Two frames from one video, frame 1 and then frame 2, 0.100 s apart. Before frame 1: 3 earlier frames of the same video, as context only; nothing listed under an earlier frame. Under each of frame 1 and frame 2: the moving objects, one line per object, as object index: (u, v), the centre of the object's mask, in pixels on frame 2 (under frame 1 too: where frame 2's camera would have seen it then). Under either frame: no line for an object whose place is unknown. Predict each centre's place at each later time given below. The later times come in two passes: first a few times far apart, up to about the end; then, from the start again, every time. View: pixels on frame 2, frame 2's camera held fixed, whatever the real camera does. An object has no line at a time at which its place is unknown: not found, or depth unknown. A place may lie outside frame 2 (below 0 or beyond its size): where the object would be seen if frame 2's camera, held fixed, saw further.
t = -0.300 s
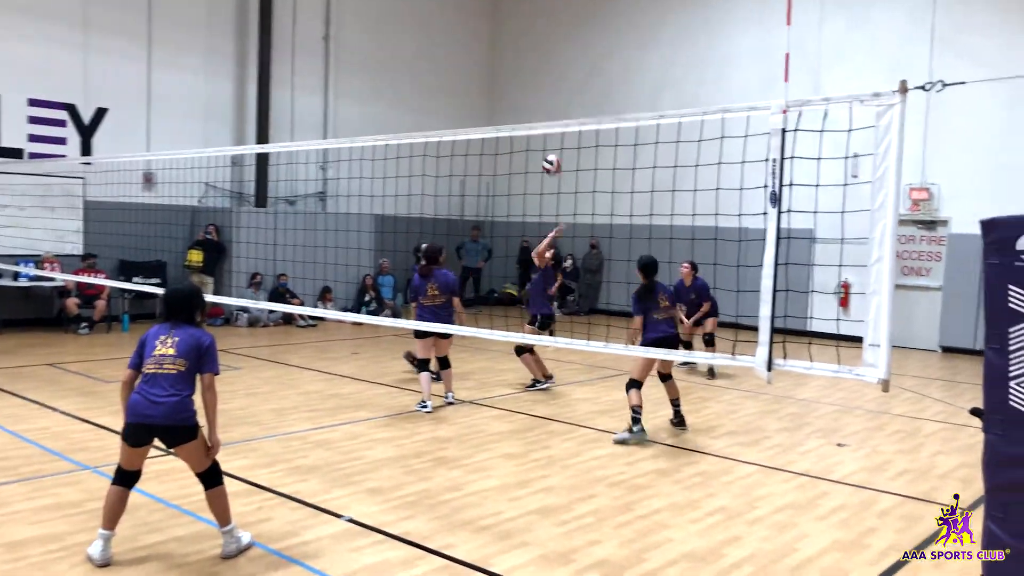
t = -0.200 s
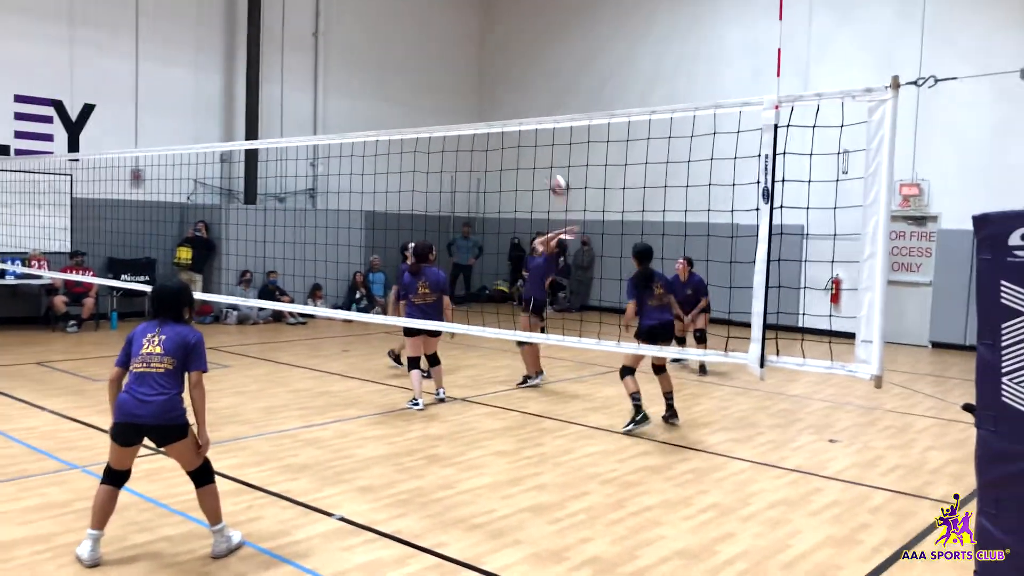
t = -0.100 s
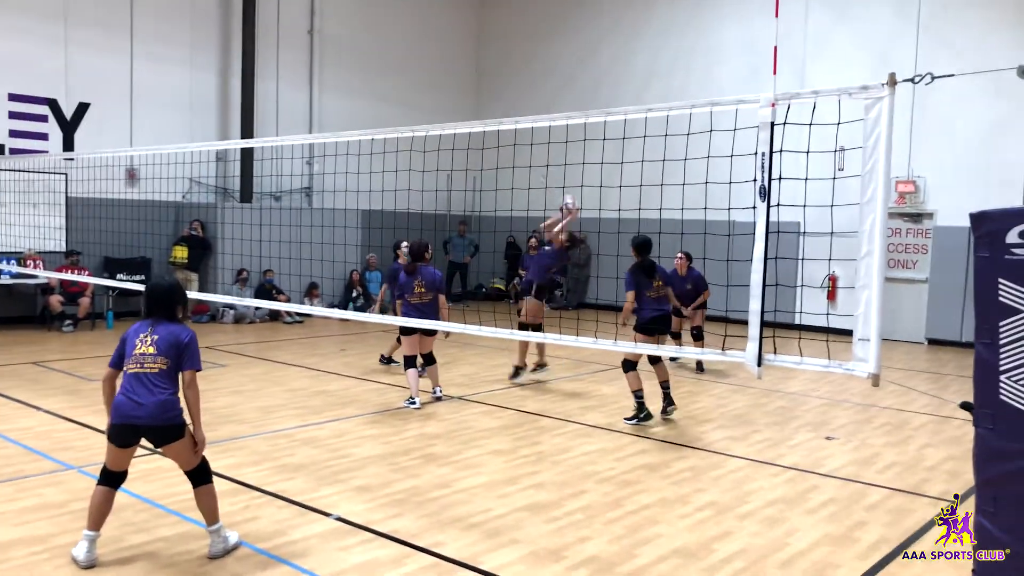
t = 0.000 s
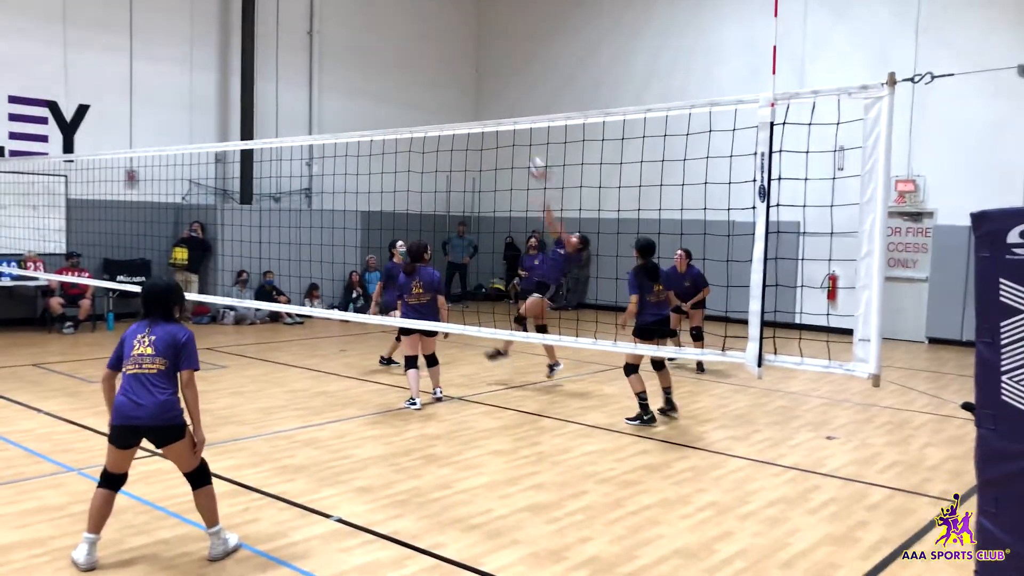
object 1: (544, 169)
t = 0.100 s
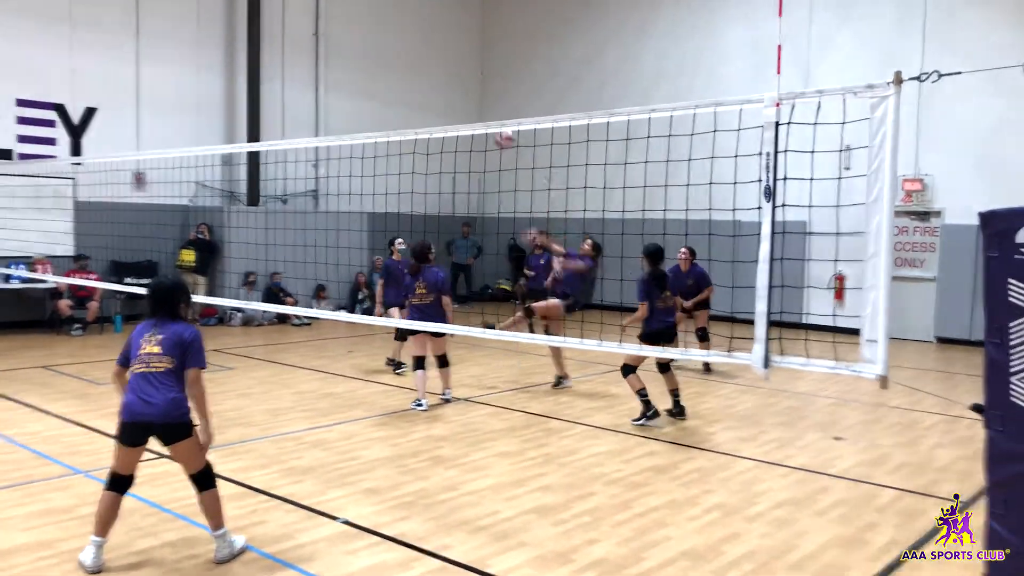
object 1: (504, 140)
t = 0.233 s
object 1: (442, 105)
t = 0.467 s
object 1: (318, 88)
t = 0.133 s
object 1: (489, 129)
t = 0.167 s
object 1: (474, 116)
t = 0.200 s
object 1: (457, 112)
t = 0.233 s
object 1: (442, 105)
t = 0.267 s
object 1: (426, 100)
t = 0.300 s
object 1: (409, 95)
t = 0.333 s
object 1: (392, 92)
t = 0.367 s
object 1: (375, 89)
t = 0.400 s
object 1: (356, 88)
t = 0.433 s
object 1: (337, 87)
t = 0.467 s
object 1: (318, 88)
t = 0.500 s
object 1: (299, 91)
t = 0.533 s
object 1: (280, 94)
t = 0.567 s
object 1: (259, 99)
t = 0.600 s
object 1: (237, 106)
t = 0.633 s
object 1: (214, 114)
